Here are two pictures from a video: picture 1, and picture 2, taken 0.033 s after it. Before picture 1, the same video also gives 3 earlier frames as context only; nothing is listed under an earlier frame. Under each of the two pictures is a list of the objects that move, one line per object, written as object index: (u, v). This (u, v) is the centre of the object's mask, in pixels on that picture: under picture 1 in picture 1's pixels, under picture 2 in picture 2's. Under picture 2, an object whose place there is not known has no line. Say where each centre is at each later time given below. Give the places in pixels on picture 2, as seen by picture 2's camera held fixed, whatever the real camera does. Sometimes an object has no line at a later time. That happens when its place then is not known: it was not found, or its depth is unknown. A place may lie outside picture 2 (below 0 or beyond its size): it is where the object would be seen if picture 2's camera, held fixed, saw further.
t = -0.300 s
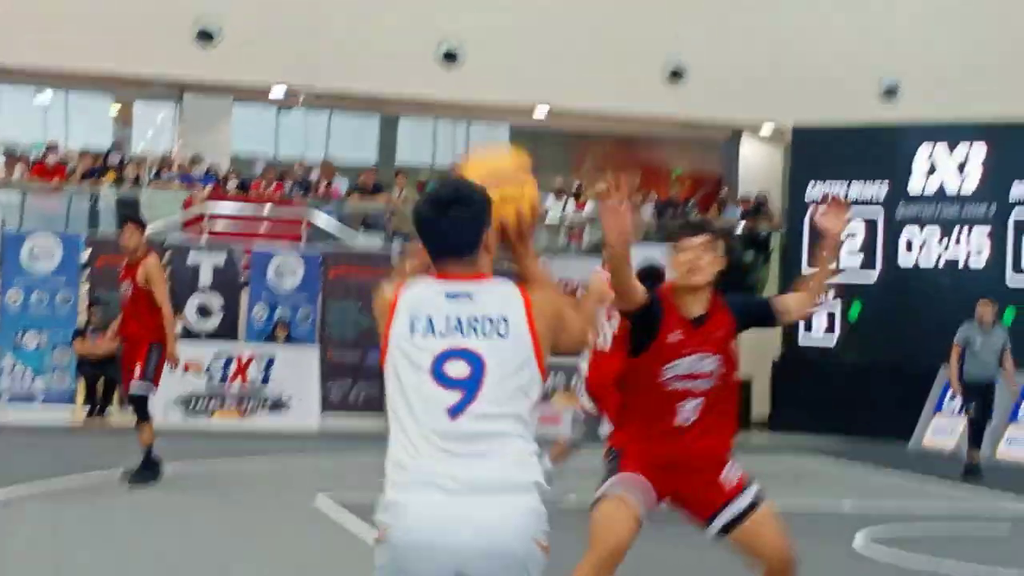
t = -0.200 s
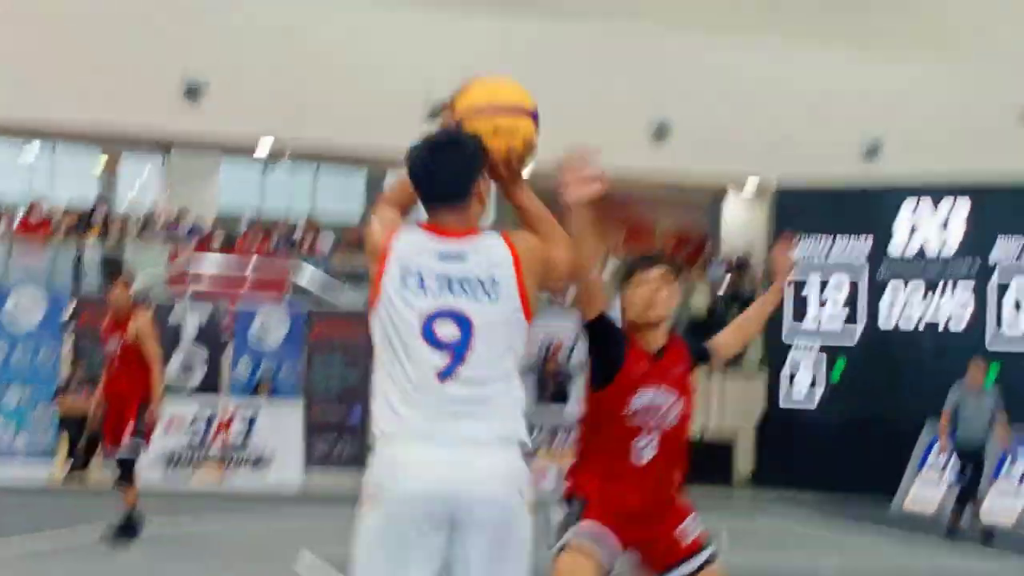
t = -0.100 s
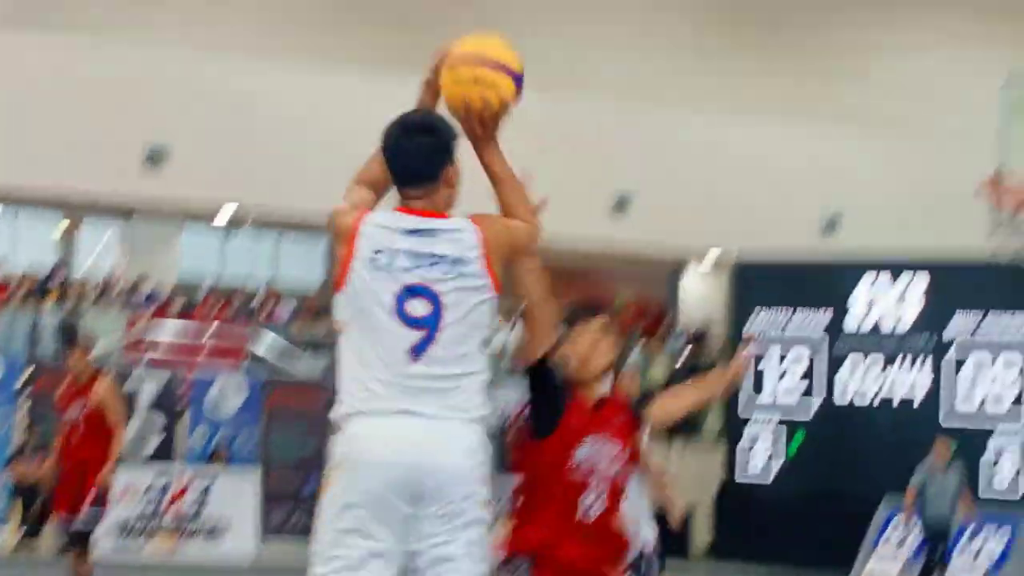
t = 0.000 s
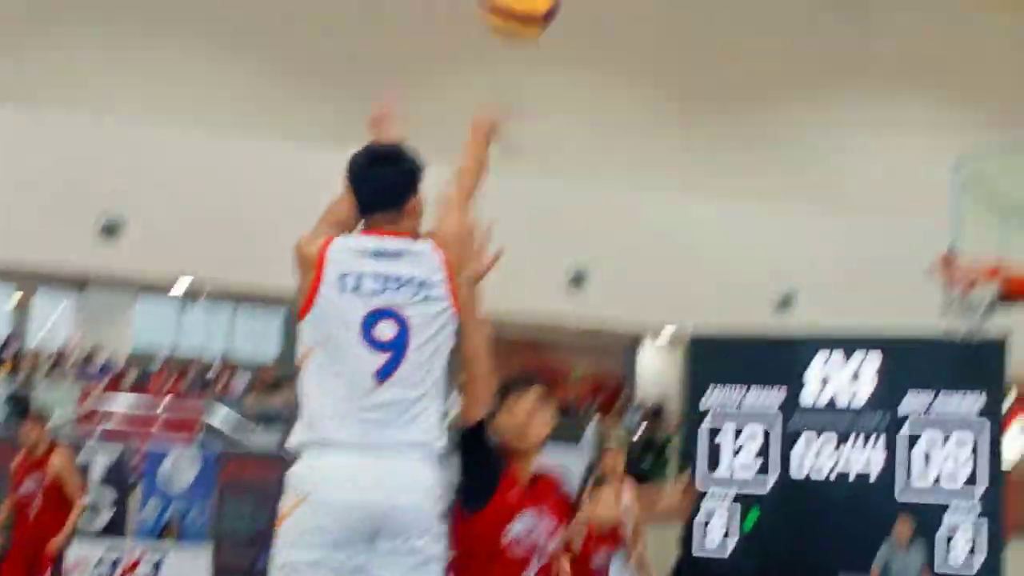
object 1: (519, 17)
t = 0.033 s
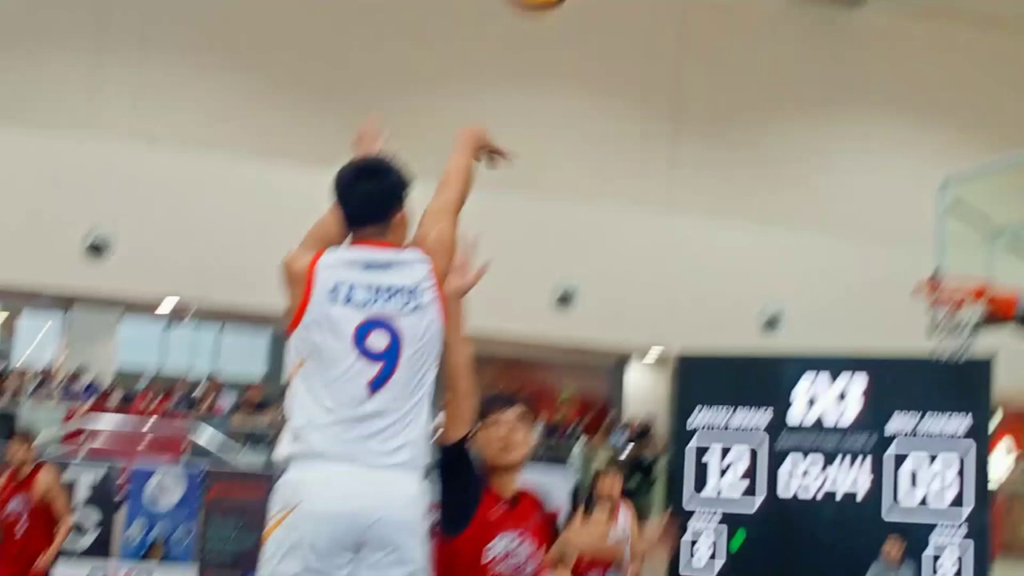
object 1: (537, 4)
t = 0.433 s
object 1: (775, -213)
